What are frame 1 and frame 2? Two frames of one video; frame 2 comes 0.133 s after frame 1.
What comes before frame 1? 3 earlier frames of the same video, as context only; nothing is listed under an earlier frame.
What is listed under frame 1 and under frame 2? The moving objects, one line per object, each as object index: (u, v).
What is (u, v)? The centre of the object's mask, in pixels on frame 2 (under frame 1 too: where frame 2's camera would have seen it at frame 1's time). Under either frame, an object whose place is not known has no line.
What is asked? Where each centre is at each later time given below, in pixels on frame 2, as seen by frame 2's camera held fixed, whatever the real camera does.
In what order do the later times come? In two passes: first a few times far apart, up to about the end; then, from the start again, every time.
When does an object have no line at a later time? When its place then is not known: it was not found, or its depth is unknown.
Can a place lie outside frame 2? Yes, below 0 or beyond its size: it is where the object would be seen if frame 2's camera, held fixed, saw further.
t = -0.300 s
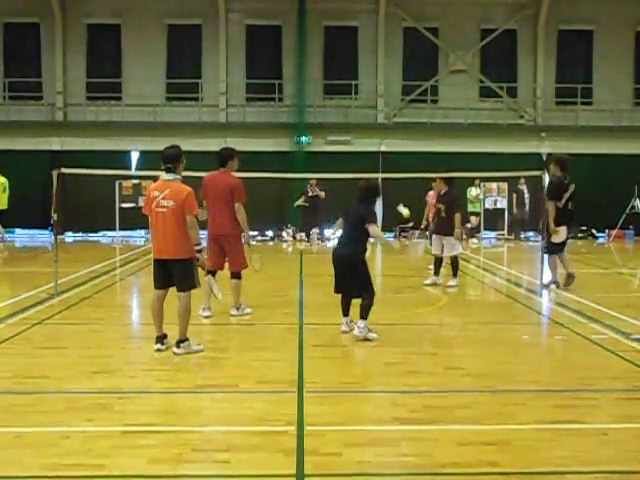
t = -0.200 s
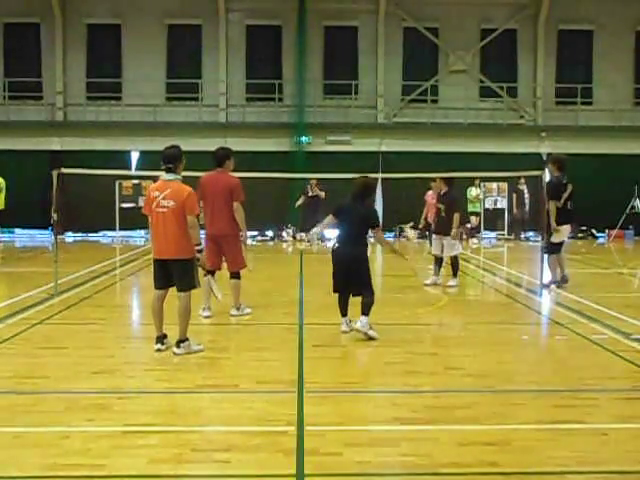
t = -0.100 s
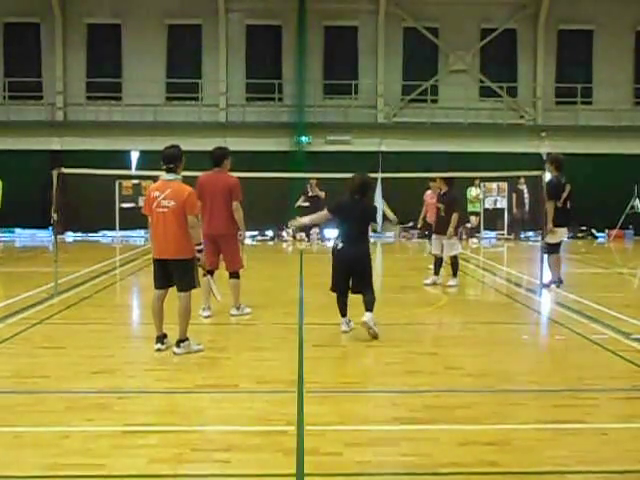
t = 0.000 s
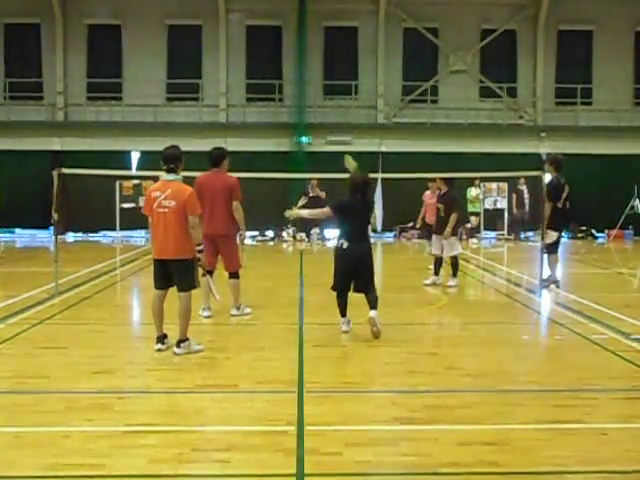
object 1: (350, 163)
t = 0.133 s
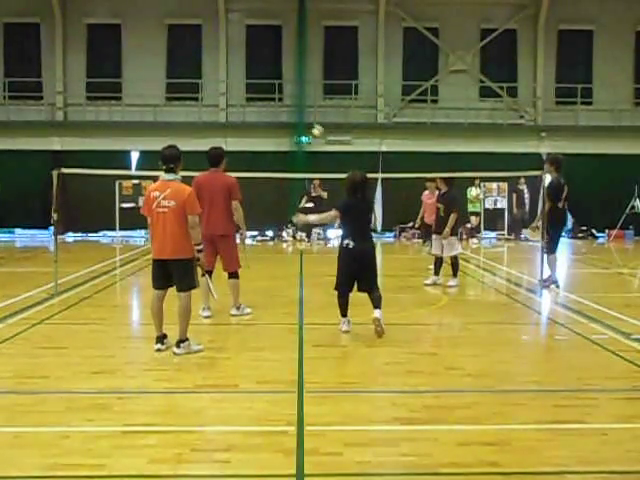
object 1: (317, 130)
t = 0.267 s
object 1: (293, 120)
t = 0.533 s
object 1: (259, 141)
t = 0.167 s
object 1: (310, 125)
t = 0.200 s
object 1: (304, 123)
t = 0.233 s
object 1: (298, 121)
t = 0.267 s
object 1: (293, 120)
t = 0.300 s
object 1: (288, 121)
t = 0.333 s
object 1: (283, 121)
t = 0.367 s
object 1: (280, 123)
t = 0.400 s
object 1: (275, 126)
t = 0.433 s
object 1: (270, 129)
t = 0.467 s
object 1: (266, 133)
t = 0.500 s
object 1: (262, 137)
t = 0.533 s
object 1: (259, 141)
